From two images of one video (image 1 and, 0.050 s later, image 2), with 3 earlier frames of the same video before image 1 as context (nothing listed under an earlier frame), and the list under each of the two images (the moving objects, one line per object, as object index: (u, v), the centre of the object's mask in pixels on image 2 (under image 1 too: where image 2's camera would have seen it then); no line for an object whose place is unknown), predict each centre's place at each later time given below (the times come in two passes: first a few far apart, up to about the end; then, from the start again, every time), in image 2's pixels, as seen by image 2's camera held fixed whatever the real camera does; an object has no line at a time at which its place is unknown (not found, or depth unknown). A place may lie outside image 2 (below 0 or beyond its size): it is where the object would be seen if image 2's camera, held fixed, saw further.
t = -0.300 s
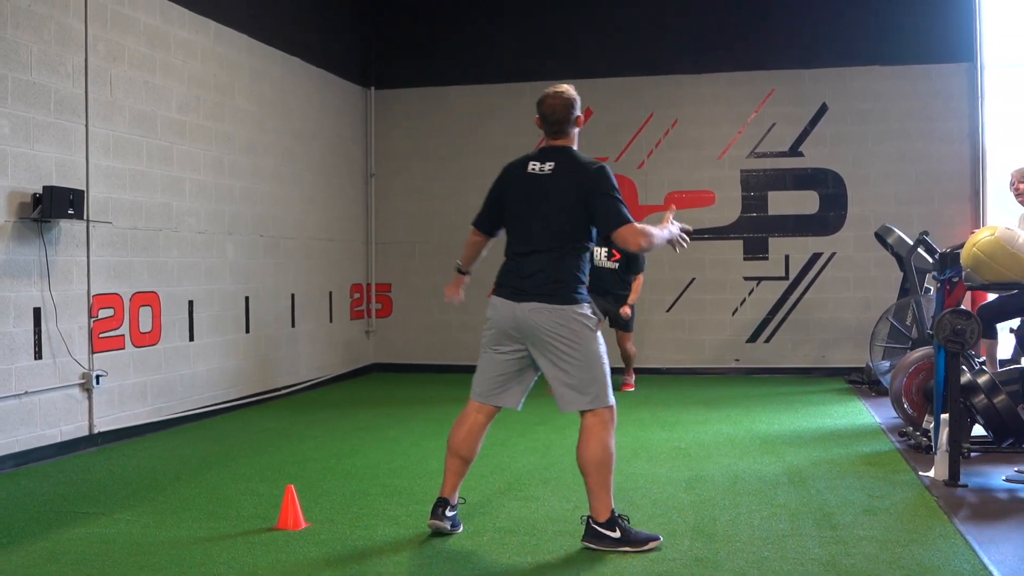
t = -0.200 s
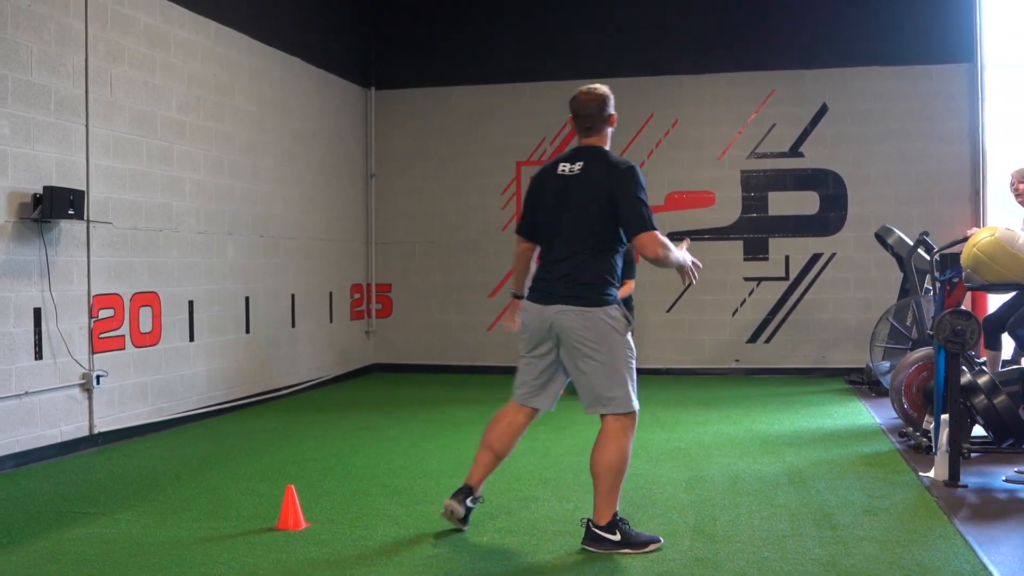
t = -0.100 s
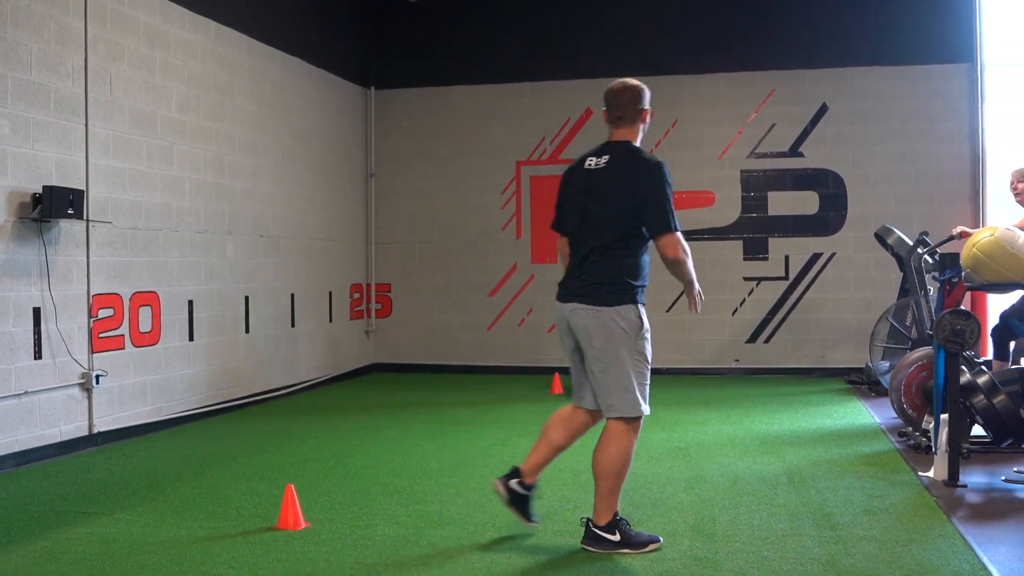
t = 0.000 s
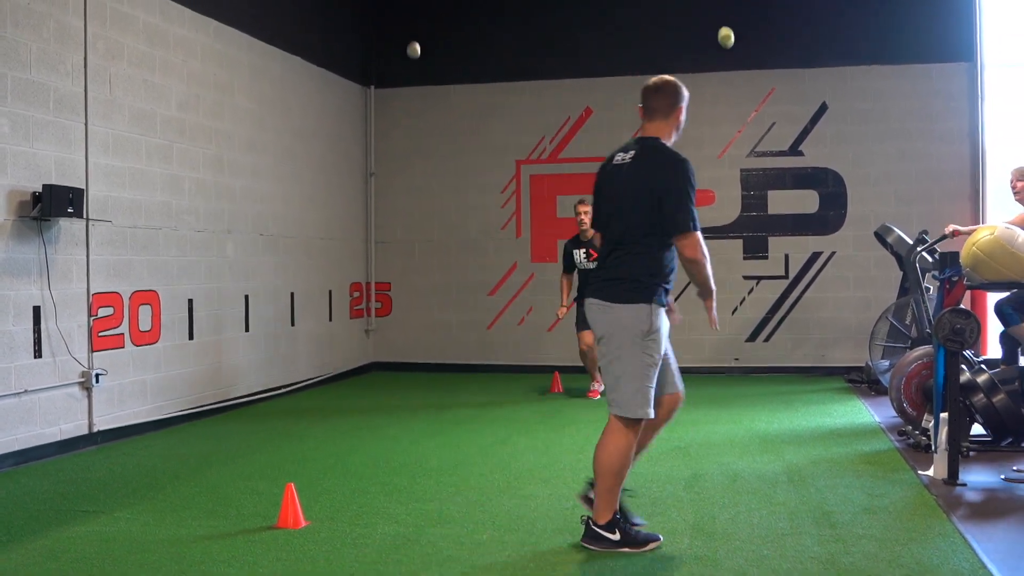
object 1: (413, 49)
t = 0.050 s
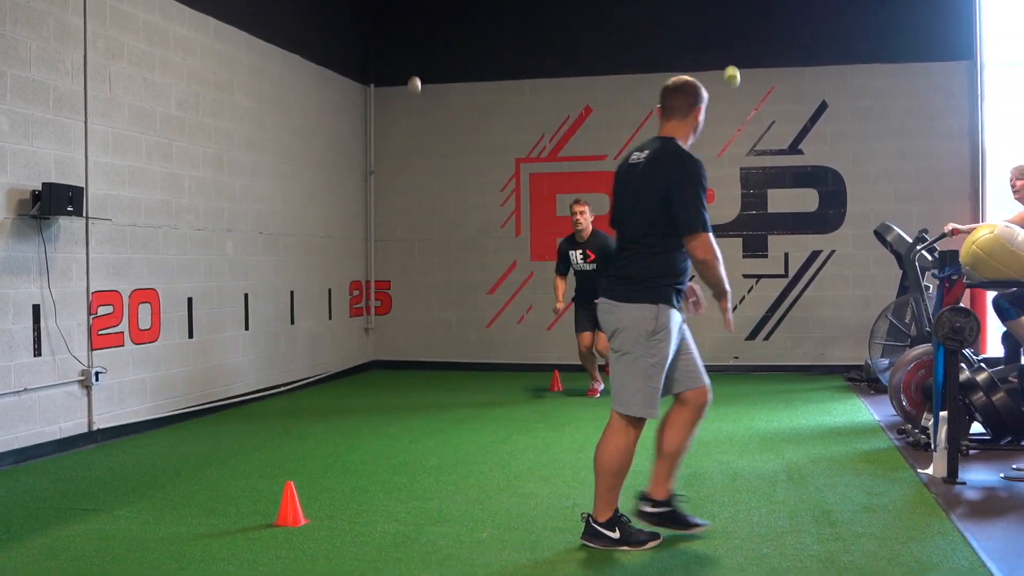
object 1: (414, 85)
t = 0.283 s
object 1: (420, 322)
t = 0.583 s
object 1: (419, 317)
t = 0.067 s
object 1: (415, 98)
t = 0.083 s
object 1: (415, 112)
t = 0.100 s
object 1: (416, 127)
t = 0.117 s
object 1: (416, 141)
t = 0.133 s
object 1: (416, 156)
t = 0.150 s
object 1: (417, 173)
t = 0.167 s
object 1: (418, 190)
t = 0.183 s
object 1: (417, 207)
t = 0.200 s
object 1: (418, 225)
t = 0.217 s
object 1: (418, 243)
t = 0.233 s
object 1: (418, 262)
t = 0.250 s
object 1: (419, 282)
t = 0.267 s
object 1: (419, 302)
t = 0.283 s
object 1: (420, 322)
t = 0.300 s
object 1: (420, 343)
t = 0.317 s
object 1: (421, 366)
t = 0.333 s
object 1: (421, 387)
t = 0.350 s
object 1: (422, 410)
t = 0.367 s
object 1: (423, 432)
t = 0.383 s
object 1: (423, 456)
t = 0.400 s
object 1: (423, 480)
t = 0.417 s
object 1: (423, 467)
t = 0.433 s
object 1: (423, 450)
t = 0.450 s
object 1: (422, 432)
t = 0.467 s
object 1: (422, 416)
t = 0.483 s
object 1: (422, 400)
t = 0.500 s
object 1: (421, 386)
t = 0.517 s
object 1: (421, 371)
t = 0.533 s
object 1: (420, 357)
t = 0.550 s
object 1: (420, 342)
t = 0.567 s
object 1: (419, 329)
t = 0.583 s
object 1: (419, 317)
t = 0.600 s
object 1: (419, 304)
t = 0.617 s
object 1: (418, 293)
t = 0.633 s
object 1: (418, 281)
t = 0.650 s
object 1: (417, 271)
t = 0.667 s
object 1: (417, 261)
